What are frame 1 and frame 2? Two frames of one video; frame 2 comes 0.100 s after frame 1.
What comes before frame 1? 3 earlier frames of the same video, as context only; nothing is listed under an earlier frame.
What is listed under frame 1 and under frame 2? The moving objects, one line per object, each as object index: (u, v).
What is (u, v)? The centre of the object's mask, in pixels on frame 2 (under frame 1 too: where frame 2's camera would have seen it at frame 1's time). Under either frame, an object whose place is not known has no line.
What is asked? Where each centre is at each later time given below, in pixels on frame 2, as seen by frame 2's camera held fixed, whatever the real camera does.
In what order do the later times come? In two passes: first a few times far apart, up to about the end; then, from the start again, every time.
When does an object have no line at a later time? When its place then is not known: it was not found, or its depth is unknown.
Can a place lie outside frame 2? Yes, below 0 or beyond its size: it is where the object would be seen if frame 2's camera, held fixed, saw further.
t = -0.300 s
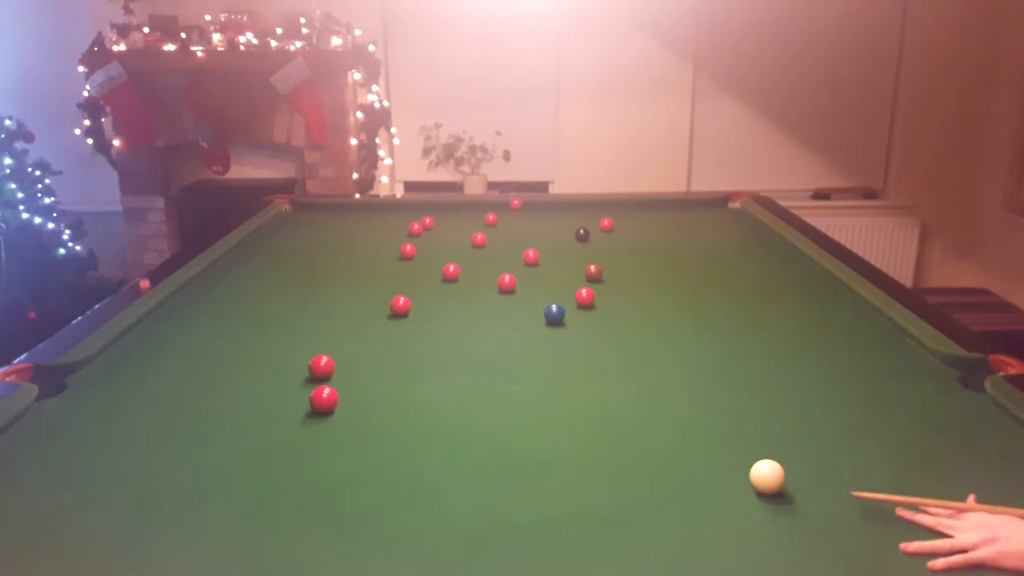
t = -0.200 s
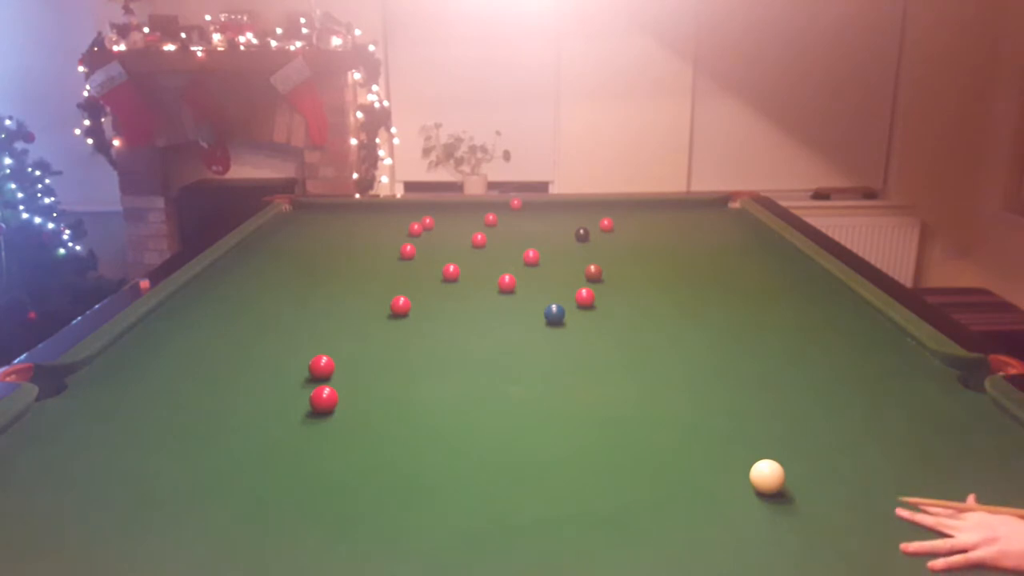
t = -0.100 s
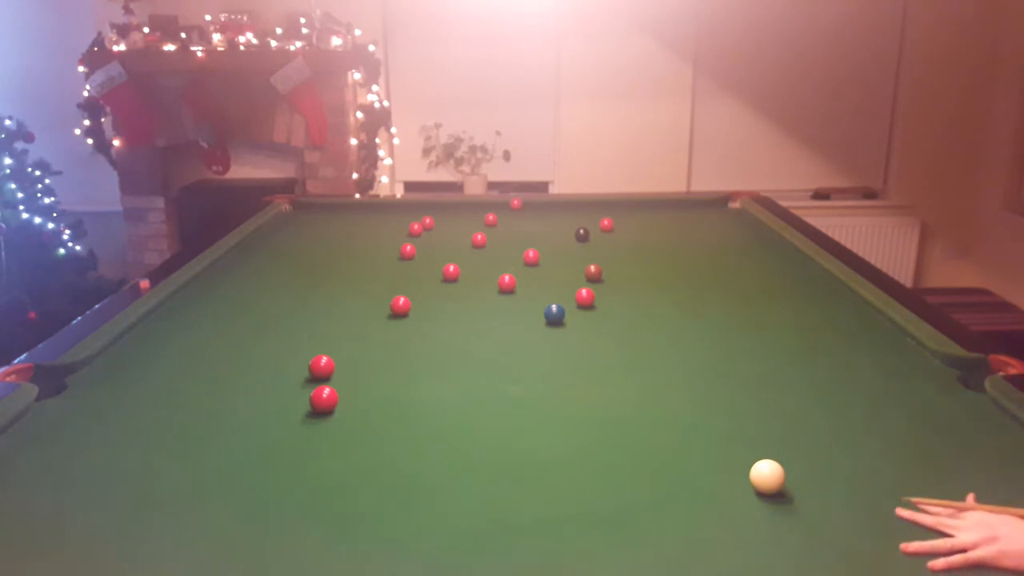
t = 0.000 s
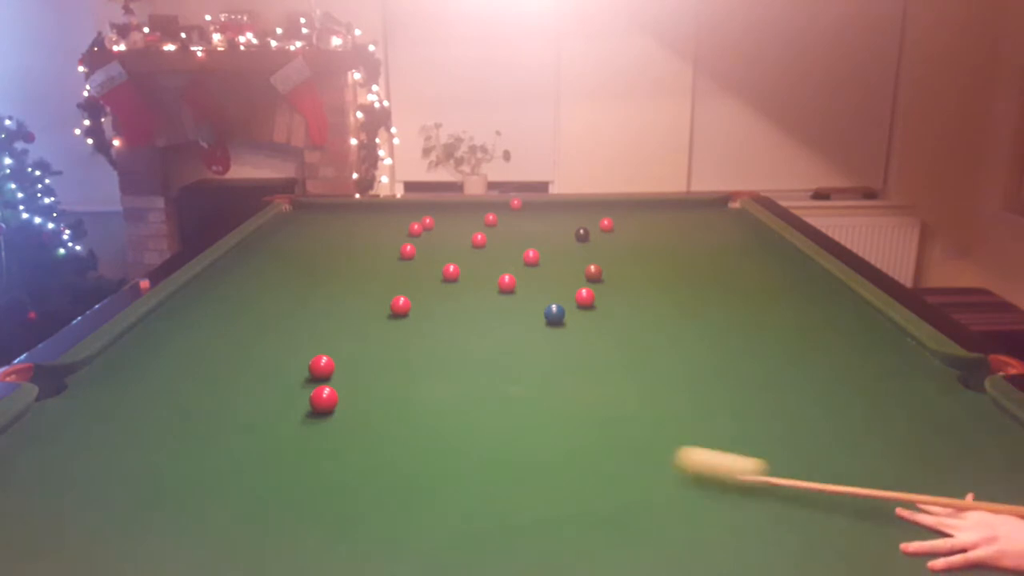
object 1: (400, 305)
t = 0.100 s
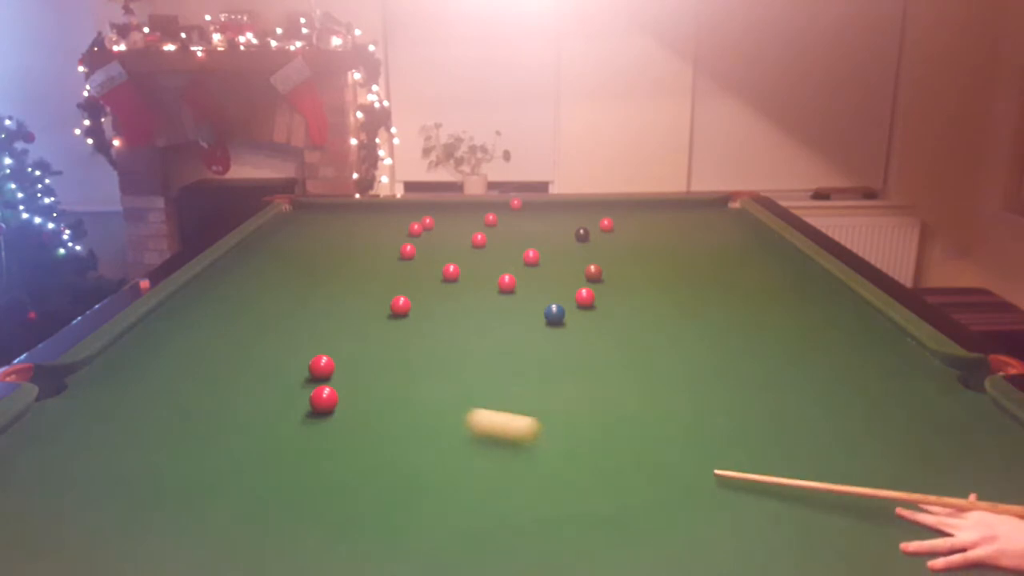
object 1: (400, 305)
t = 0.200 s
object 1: (400, 305)
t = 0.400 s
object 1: (400, 305)
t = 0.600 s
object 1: (400, 305)
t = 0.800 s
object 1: (400, 305)
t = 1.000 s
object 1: (400, 305)
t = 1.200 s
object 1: (401, 304)
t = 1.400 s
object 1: (403, 300)
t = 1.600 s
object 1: (405, 296)
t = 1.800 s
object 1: (407, 293)
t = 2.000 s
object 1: (408, 289)
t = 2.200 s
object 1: (410, 287)
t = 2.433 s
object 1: (413, 282)
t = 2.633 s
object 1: (414, 279)
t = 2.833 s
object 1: (416, 278)
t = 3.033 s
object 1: (417, 276)
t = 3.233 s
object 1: (417, 275)
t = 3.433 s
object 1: (417, 273)
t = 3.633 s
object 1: (417, 273)
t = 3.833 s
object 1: (417, 273)
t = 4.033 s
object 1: (417, 272)
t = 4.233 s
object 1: (417, 272)
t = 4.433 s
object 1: (417, 272)
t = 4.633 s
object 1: (418, 272)
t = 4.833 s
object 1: (418, 272)
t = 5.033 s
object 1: (418, 272)
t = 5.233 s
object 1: (418, 272)
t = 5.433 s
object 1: (418, 272)
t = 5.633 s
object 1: (418, 273)
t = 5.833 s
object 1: (418, 273)
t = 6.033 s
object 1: (418, 272)
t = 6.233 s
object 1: (418, 272)
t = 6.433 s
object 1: (418, 272)
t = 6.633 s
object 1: (418, 272)
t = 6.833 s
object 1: (418, 272)
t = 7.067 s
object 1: (418, 272)
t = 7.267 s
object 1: (418, 272)
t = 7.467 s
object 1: (418, 272)
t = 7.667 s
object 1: (417, 272)
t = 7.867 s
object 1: (418, 272)
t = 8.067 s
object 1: (418, 272)
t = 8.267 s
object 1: (418, 272)
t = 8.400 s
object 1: (418, 272)
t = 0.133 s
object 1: (400, 305)
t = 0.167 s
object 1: (400, 305)
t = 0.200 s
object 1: (400, 305)
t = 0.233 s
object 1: (400, 305)
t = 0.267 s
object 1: (400, 305)
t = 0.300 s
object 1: (400, 305)
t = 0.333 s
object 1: (400, 305)
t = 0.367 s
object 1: (400, 305)
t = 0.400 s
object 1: (400, 305)
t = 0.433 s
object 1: (400, 305)
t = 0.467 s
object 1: (400, 305)
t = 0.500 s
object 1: (400, 305)
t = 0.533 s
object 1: (400, 305)
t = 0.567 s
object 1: (400, 305)
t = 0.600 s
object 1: (400, 305)
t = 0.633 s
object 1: (400, 305)
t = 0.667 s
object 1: (400, 305)
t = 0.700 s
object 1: (400, 305)
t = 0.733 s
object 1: (400, 305)
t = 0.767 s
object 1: (400, 305)
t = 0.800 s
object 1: (400, 305)
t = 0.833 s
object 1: (400, 305)
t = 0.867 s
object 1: (400, 305)
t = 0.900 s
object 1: (400, 305)
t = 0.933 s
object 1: (400, 305)
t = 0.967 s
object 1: (400, 305)
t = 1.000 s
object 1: (400, 305)
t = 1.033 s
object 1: (400, 305)
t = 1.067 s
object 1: (400, 305)
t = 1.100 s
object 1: (400, 305)
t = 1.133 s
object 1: (401, 305)
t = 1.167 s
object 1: (401, 304)
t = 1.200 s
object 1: (401, 304)
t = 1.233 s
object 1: (402, 303)
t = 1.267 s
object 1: (402, 303)
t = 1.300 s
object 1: (403, 302)
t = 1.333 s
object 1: (403, 301)
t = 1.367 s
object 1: (403, 300)
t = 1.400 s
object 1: (403, 300)
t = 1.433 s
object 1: (403, 299)
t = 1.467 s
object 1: (404, 298)
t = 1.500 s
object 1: (404, 297)
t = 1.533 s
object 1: (404, 297)
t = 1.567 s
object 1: (405, 296)
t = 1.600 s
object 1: (405, 296)
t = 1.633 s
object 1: (405, 295)
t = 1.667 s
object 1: (406, 295)
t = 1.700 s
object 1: (406, 294)
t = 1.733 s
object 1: (406, 294)
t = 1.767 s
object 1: (407, 293)
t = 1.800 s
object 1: (407, 293)
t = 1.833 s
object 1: (407, 292)
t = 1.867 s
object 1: (407, 291)
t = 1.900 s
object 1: (407, 291)
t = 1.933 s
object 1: (408, 291)
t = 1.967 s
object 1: (408, 290)
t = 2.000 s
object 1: (408, 289)
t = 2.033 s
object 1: (409, 289)
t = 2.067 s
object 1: (409, 289)
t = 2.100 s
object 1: (409, 288)
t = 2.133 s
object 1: (409, 288)
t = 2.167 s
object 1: (410, 287)
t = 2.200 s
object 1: (410, 287)
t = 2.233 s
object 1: (410, 286)
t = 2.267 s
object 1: (411, 286)
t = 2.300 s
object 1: (411, 284)
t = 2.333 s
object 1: (412, 284)
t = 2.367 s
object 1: (412, 283)
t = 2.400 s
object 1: (413, 283)
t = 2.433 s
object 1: (413, 282)
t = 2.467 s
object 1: (413, 282)
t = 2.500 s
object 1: (413, 281)
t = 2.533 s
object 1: (414, 281)
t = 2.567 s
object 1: (414, 281)
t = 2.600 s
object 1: (414, 280)
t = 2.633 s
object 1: (414, 279)
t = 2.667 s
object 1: (415, 280)
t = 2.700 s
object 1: (415, 279)
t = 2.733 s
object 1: (415, 279)
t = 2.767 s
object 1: (415, 278)
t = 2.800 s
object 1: (416, 278)
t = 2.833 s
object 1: (416, 278)
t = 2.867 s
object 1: (416, 278)
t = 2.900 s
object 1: (416, 277)
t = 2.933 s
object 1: (416, 277)
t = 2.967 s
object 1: (416, 277)
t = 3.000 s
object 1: (416, 276)
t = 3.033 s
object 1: (417, 276)
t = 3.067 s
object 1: (417, 276)
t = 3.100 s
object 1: (417, 275)
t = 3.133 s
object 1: (417, 275)
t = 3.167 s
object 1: (417, 275)
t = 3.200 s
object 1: (417, 275)
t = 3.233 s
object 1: (417, 275)
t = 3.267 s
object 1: (417, 274)
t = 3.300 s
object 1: (417, 274)
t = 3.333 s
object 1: (417, 274)
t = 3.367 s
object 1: (417, 274)
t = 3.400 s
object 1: (417, 274)
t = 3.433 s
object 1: (417, 273)
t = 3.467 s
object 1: (417, 273)
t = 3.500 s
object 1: (417, 273)
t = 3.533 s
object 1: (417, 273)
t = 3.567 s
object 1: (417, 273)
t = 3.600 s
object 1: (417, 273)
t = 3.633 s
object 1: (417, 273)
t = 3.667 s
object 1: (417, 273)
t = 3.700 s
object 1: (417, 273)
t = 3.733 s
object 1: (417, 273)
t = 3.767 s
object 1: (417, 273)
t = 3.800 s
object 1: (417, 273)
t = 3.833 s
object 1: (417, 273)
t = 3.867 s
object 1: (417, 273)
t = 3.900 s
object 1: (417, 272)
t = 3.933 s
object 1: (417, 272)
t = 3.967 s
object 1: (417, 272)
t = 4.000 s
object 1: (417, 272)
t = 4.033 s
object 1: (417, 272)
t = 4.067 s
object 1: (417, 272)
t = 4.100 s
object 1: (417, 272)
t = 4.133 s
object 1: (417, 272)
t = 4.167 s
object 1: (417, 272)
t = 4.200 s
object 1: (417, 272)
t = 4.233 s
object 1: (417, 272)
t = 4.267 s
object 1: (417, 272)
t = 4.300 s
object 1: (417, 272)
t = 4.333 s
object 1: (417, 272)
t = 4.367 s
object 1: (417, 272)
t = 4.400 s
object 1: (417, 272)
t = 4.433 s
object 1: (417, 272)
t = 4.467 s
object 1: (417, 272)
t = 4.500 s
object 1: (418, 272)
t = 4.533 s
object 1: (418, 272)
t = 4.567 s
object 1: (418, 272)
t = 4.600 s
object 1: (418, 272)
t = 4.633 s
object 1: (418, 272)
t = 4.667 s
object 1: (418, 272)
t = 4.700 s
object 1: (418, 272)
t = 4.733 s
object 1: (418, 272)
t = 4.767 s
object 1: (418, 272)
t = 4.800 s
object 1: (418, 272)
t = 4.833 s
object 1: (418, 272)
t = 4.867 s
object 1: (418, 272)
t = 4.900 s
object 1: (418, 272)
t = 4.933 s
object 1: (417, 272)
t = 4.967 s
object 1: (418, 272)
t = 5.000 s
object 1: (418, 272)
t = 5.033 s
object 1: (418, 272)
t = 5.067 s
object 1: (418, 272)
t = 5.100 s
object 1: (418, 272)
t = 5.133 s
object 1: (418, 272)
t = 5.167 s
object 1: (418, 272)
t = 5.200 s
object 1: (418, 272)
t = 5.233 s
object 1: (418, 272)
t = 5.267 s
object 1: (418, 272)
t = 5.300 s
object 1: (418, 272)
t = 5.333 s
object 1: (418, 273)
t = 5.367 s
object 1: (418, 273)
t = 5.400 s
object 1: (418, 273)
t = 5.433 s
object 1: (418, 272)
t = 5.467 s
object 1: (418, 273)
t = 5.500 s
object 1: (418, 273)
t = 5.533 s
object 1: (418, 273)
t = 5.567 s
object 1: (418, 273)
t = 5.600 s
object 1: (418, 273)
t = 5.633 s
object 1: (418, 273)
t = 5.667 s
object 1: (418, 273)
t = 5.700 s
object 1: (418, 273)
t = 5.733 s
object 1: (418, 273)
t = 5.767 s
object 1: (418, 273)
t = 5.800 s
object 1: (418, 273)
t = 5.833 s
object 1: (418, 273)
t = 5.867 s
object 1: (418, 272)
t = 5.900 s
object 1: (418, 273)
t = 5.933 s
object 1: (418, 272)
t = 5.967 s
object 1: (418, 272)
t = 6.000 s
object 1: (418, 272)
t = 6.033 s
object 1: (418, 272)
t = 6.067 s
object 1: (418, 272)
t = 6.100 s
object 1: (418, 272)
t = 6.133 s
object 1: (418, 272)
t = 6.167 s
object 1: (418, 272)
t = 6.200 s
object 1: (418, 272)
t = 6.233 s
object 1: (418, 272)
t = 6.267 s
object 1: (418, 272)
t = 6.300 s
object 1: (418, 272)
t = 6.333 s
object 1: (418, 272)
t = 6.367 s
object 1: (418, 272)
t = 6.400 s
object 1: (418, 272)
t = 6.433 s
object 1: (418, 272)
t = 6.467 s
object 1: (418, 272)
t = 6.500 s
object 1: (418, 272)
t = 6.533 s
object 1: (418, 272)
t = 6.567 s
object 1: (418, 272)
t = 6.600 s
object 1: (418, 272)
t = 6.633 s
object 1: (418, 272)
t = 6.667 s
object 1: (418, 272)
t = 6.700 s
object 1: (418, 272)
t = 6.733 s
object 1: (418, 272)
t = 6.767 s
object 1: (418, 272)
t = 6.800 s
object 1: (418, 272)
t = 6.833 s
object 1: (418, 272)
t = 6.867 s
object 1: (418, 272)
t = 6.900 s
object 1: (418, 272)
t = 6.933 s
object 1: (418, 272)
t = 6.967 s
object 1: (418, 272)
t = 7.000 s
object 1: (418, 272)
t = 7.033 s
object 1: (418, 272)
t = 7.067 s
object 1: (418, 272)
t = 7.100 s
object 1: (418, 272)
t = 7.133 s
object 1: (418, 272)
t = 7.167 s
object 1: (418, 272)
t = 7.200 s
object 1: (418, 272)
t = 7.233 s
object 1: (418, 272)
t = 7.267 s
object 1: (418, 272)
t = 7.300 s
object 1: (418, 272)
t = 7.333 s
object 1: (418, 272)
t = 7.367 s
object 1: (418, 272)
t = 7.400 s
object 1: (418, 272)
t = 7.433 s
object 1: (418, 272)
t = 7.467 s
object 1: (418, 272)
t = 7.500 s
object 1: (418, 272)
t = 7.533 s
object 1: (418, 272)
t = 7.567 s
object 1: (418, 272)
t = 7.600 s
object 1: (418, 272)
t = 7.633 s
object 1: (418, 272)
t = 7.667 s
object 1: (417, 272)
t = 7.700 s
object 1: (417, 272)
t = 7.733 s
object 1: (418, 272)
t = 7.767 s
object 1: (417, 272)
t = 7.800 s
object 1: (418, 272)
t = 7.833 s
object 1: (417, 272)
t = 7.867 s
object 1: (418, 272)
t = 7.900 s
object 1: (418, 272)
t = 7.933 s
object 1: (418, 272)
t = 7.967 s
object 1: (418, 272)
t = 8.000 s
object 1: (417, 272)
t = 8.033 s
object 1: (418, 272)
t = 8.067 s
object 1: (418, 272)
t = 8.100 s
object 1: (417, 272)
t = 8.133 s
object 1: (418, 272)
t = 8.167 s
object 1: (418, 272)
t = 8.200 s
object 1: (418, 272)
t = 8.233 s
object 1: (417, 272)
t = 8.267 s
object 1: (418, 272)
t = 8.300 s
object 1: (418, 272)
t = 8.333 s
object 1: (418, 272)
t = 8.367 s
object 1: (418, 272)
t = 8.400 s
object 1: (418, 272)
